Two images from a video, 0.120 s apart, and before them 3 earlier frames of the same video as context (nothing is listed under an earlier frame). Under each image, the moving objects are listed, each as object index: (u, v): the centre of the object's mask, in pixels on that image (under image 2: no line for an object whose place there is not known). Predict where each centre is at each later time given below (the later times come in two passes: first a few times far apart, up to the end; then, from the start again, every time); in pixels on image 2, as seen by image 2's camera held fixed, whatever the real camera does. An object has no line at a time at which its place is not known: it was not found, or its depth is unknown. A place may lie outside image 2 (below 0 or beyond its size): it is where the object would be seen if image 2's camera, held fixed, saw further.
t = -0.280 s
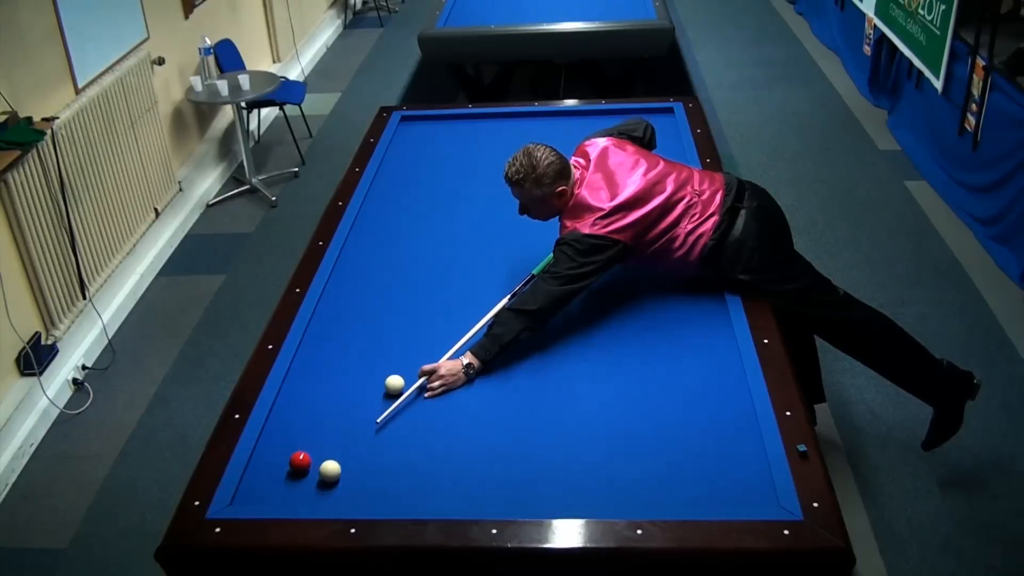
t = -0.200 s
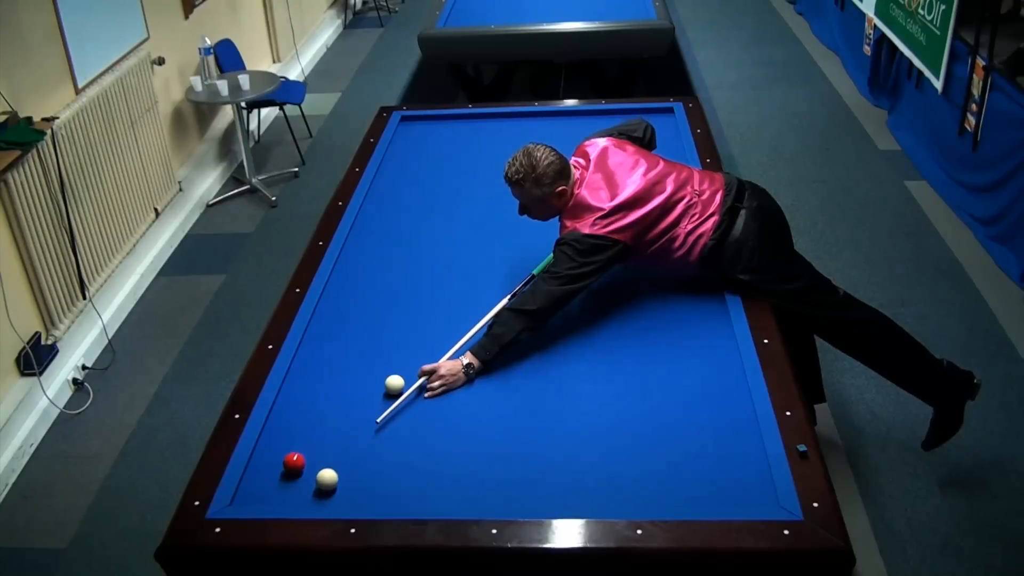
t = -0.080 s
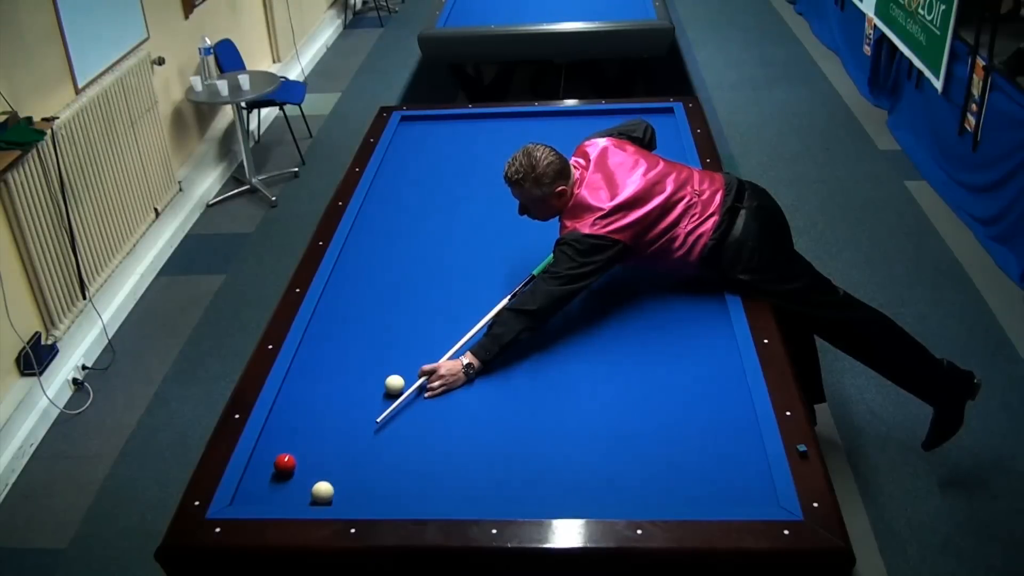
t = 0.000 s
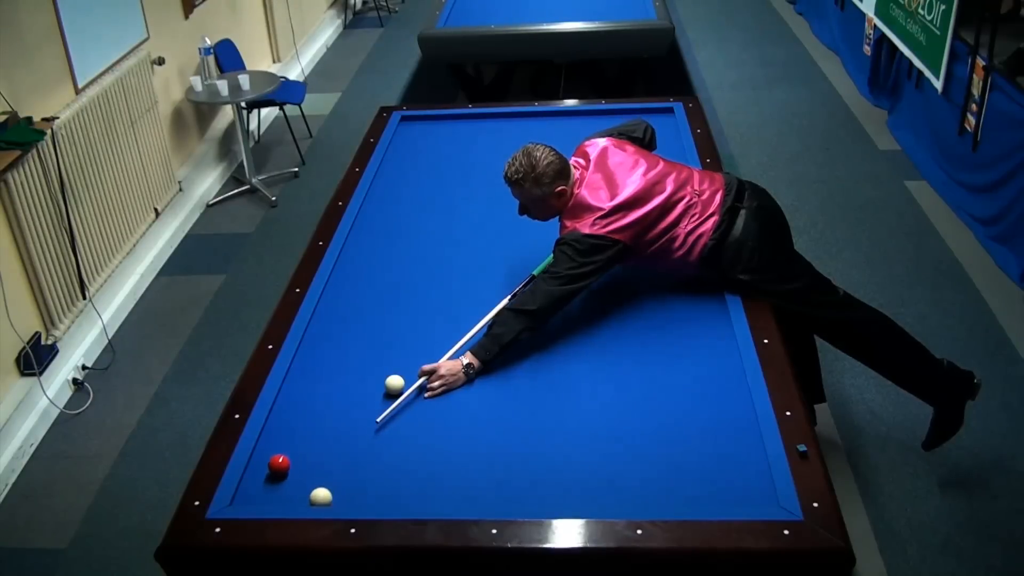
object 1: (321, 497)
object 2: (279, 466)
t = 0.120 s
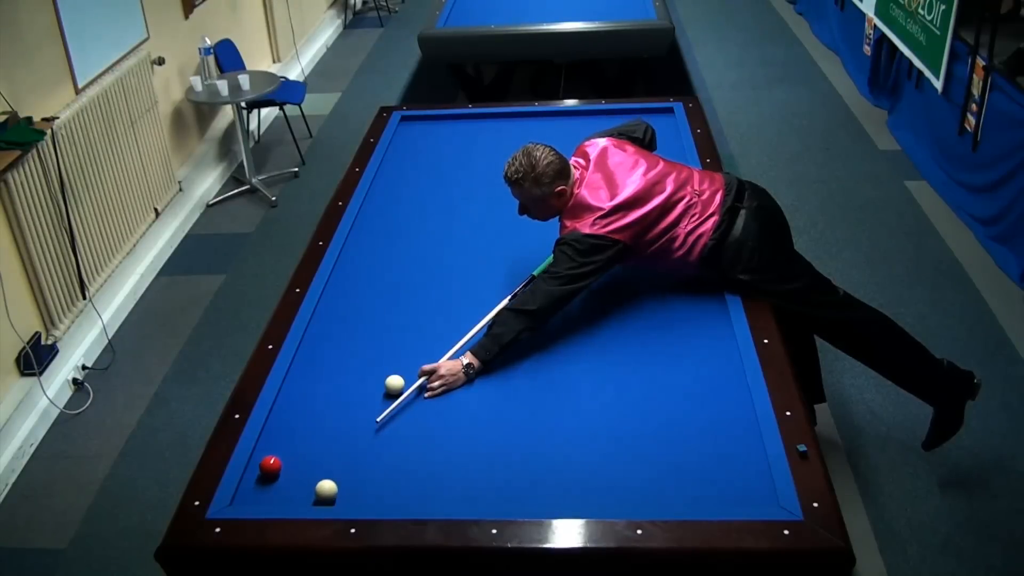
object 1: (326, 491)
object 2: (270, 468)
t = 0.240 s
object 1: (331, 484)
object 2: (262, 469)
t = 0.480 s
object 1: (341, 471)
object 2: (259, 471)
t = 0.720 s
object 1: (350, 459)
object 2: (267, 473)
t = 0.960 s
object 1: (357, 447)
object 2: (274, 473)
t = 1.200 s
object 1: (365, 437)
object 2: (279, 474)
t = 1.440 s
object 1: (372, 427)
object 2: (284, 475)
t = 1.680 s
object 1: (378, 418)
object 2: (288, 476)
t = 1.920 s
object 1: (383, 410)
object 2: (291, 478)
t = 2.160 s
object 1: (388, 403)
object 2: (294, 479)
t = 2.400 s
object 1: (393, 398)
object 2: (296, 480)
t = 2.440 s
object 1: (393, 397)
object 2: (296, 480)
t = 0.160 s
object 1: (328, 489)
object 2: (268, 468)
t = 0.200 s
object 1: (329, 487)
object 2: (265, 469)
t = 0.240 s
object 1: (331, 484)
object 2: (262, 469)
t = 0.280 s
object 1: (333, 482)
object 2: (259, 470)
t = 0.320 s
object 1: (334, 480)
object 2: (256, 470)
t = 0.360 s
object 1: (336, 478)
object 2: (256, 471)
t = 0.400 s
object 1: (337, 475)
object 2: (257, 471)
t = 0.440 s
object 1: (339, 474)
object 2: (258, 471)
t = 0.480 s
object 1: (341, 471)
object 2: (259, 471)
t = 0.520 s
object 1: (342, 469)
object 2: (261, 470)
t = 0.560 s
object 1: (344, 467)
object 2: (262, 471)
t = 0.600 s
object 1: (345, 465)
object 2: (263, 471)
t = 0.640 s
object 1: (347, 463)
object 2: (265, 471)
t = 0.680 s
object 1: (348, 461)
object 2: (266, 471)
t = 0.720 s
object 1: (350, 459)
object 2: (267, 473)
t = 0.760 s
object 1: (351, 457)
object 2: (268, 472)
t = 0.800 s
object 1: (352, 455)
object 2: (269, 472)
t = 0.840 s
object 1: (353, 453)
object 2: (270, 472)
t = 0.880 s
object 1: (355, 451)
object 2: (271, 472)
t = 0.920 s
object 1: (356, 450)
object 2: (272, 472)
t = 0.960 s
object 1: (357, 447)
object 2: (274, 473)
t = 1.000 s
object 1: (359, 446)
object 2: (274, 473)
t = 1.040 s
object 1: (360, 444)
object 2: (275, 473)
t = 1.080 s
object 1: (361, 442)
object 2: (276, 473)
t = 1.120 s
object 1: (362, 440)
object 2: (277, 474)
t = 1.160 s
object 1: (364, 439)
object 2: (278, 474)
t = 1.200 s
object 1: (365, 437)
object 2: (279, 474)
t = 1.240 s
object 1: (366, 435)
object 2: (280, 474)
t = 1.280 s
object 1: (367, 434)
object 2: (281, 474)
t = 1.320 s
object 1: (368, 432)
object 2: (282, 474)
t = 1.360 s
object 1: (369, 430)
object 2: (283, 474)
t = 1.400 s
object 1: (371, 429)
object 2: (283, 475)
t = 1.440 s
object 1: (372, 427)
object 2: (284, 475)
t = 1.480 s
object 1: (373, 426)
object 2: (285, 475)
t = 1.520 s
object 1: (374, 425)
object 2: (286, 475)
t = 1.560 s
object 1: (375, 423)
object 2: (286, 475)
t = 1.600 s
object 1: (376, 421)
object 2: (287, 475)
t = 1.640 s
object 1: (377, 420)
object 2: (288, 475)
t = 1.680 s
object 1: (378, 418)
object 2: (288, 476)
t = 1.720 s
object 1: (379, 417)
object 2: (289, 476)
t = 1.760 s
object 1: (380, 416)
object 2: (289, 478)
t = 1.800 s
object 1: (381, 414)
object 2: (290, 478)
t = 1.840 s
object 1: (382, 413)
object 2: (290, 478)
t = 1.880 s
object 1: (383, 412)
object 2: (291, 478)
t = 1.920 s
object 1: (383, 410)
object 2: (291, 478)
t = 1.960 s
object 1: (384, 409)
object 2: (292, 478)
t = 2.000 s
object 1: (385, 408)
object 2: (292, 479)
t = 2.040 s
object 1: (386, 406)
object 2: (293, 479)
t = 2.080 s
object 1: (387, 405)
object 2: (293, 479)
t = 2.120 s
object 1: (388, 404)
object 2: (293, 479)
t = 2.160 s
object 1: (388, 403)
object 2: (294, 479)
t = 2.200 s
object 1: (389, 402)
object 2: (294, 479)
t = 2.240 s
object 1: (390, 401)
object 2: (295, 479)
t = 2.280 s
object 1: (391, 400)
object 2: (295, 479)
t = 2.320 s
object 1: (391, 399)
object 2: (295, 480)
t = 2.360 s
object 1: (392, 398)
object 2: (295, 479)
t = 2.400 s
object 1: (393, 398)
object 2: (296, 480)
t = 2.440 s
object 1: (393, 397)
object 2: (296, 480)
